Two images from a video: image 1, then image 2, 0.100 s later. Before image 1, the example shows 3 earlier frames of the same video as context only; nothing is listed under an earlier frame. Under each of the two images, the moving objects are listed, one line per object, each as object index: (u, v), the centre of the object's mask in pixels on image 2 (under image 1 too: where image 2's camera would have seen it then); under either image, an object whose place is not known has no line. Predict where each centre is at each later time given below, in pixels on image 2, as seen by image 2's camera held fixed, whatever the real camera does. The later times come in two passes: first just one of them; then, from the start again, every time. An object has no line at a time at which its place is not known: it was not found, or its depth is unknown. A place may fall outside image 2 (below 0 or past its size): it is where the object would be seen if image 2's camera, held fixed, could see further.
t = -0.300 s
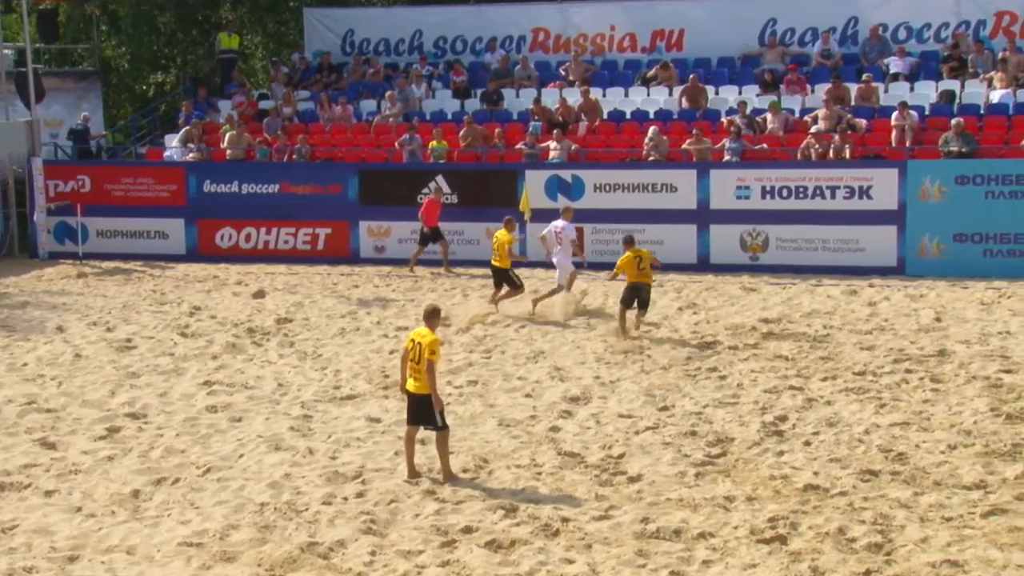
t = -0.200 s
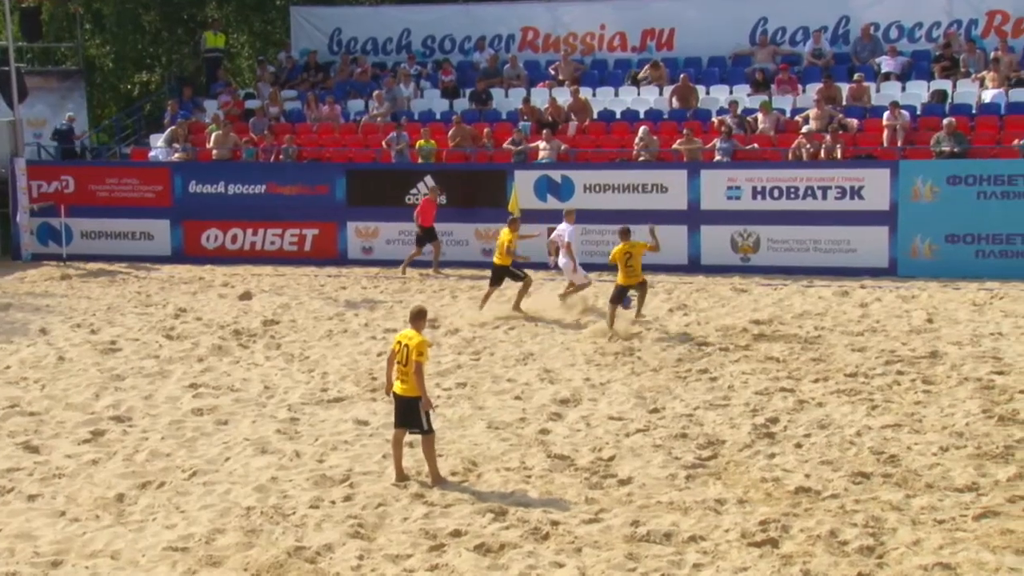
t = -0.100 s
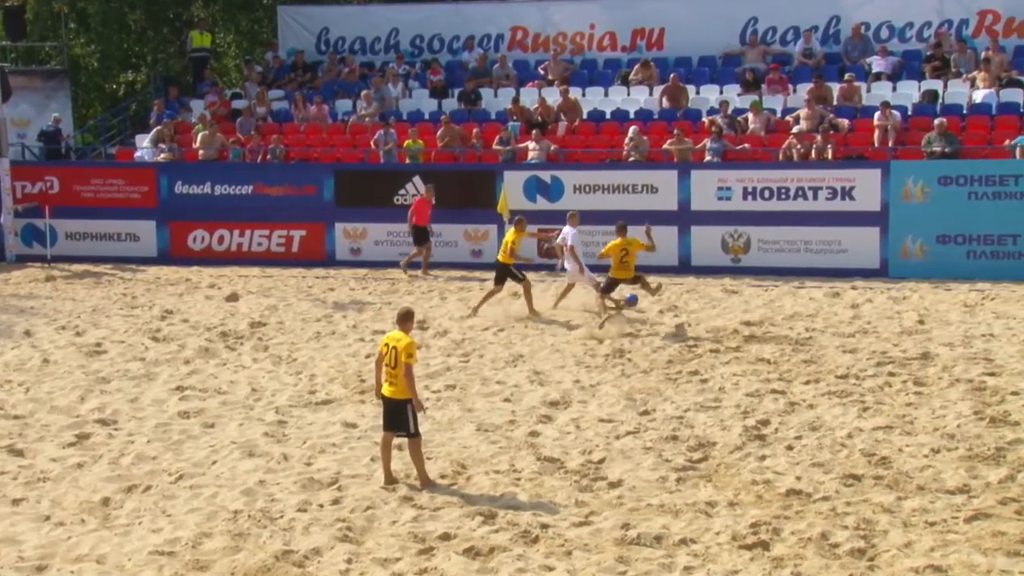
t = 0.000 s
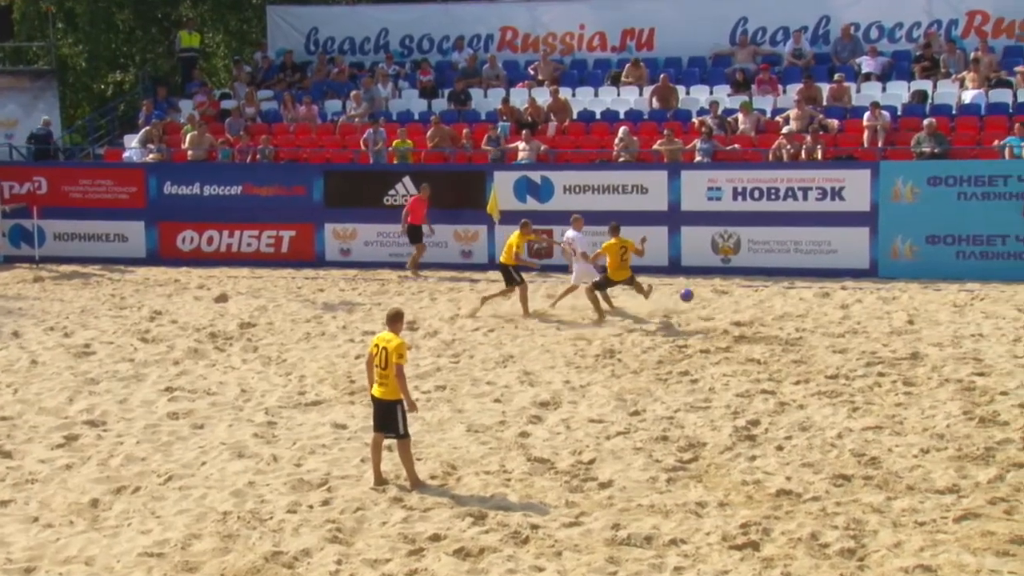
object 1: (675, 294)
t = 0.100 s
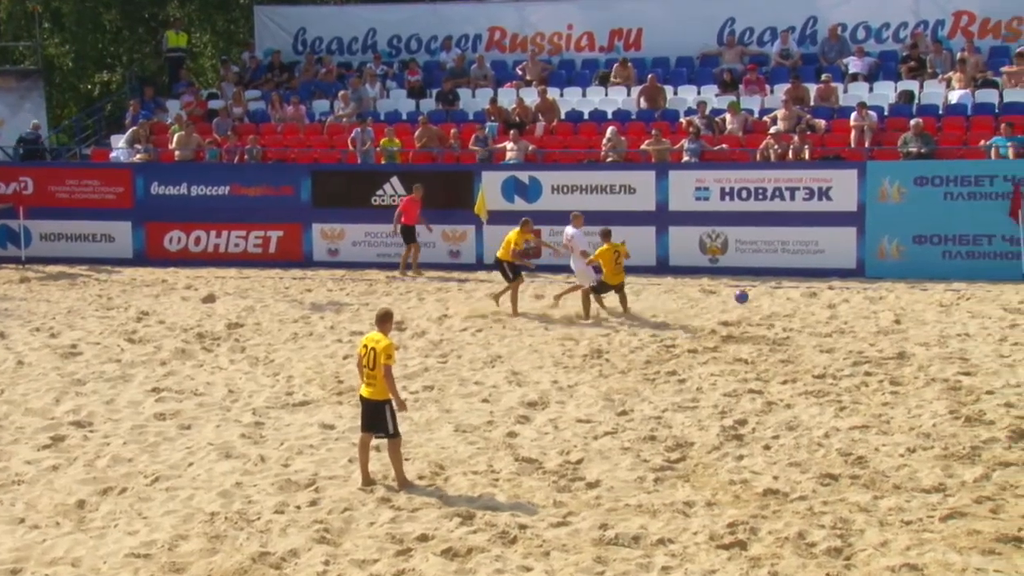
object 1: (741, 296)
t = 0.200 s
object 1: (809, 304)
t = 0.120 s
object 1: (755, 297)
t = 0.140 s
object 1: (768, 298)
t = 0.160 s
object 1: (782, 300)
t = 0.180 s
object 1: (795, 302)
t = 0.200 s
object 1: (809, 304)
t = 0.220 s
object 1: (823, 307)
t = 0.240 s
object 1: (837, 309)
